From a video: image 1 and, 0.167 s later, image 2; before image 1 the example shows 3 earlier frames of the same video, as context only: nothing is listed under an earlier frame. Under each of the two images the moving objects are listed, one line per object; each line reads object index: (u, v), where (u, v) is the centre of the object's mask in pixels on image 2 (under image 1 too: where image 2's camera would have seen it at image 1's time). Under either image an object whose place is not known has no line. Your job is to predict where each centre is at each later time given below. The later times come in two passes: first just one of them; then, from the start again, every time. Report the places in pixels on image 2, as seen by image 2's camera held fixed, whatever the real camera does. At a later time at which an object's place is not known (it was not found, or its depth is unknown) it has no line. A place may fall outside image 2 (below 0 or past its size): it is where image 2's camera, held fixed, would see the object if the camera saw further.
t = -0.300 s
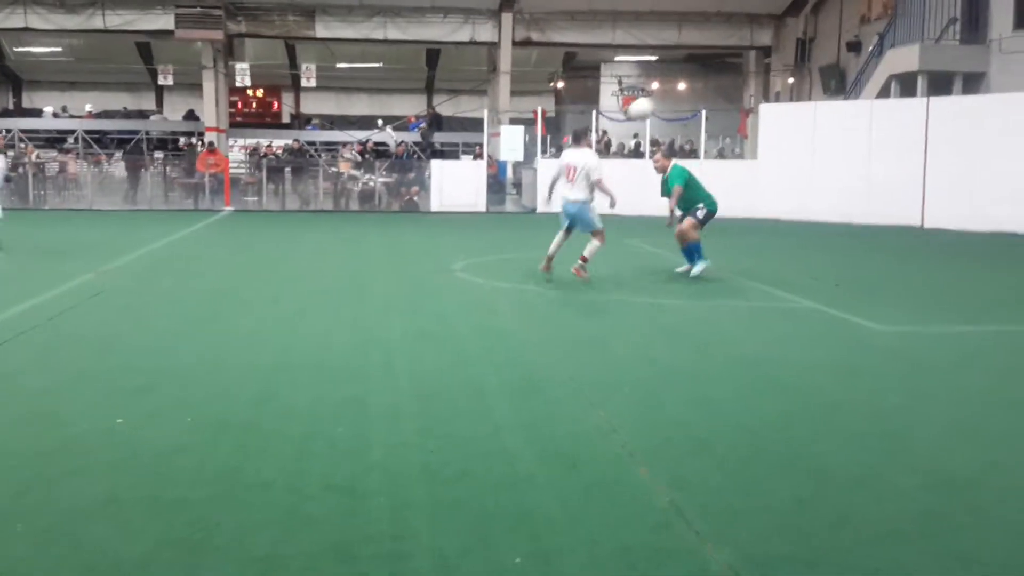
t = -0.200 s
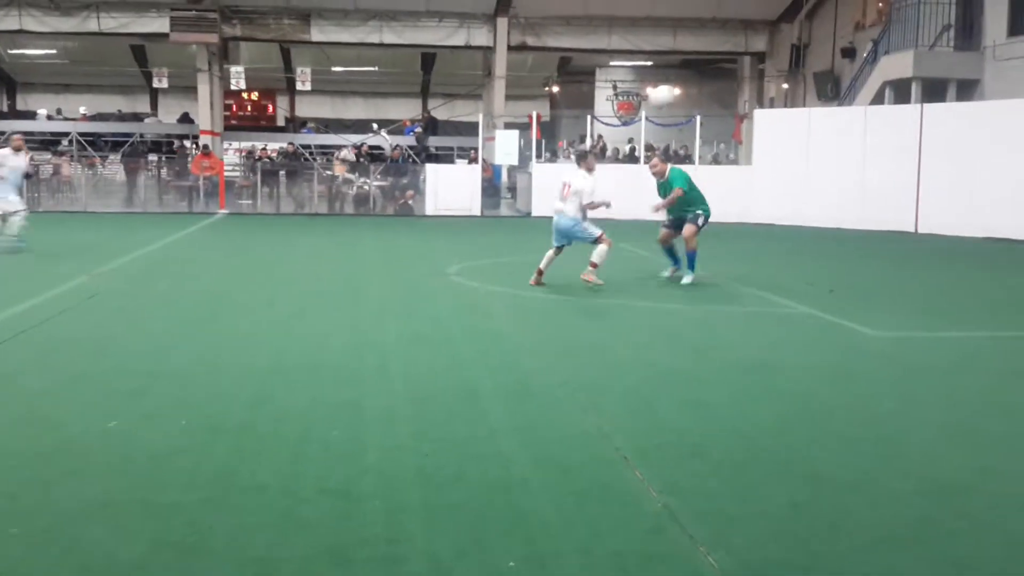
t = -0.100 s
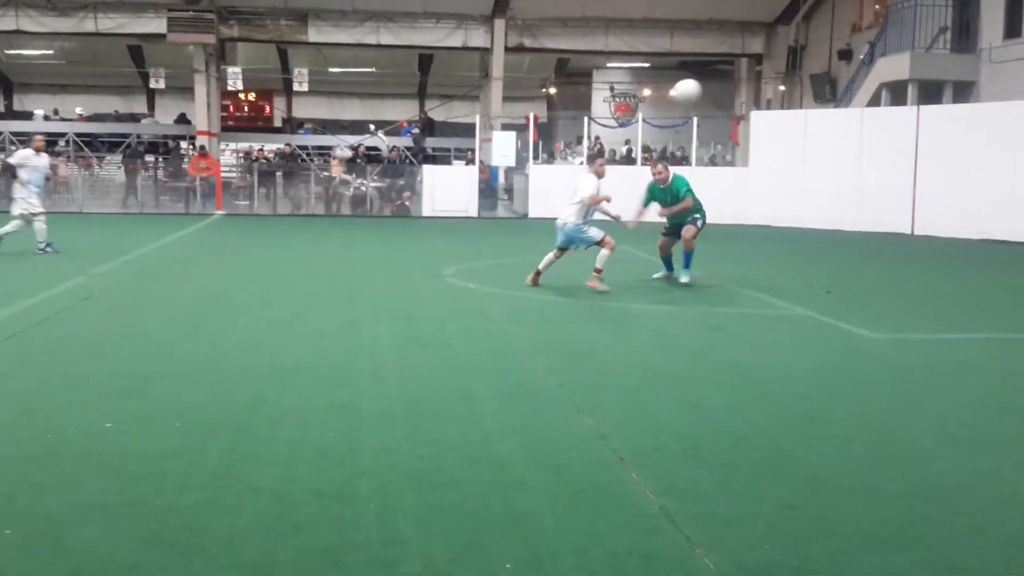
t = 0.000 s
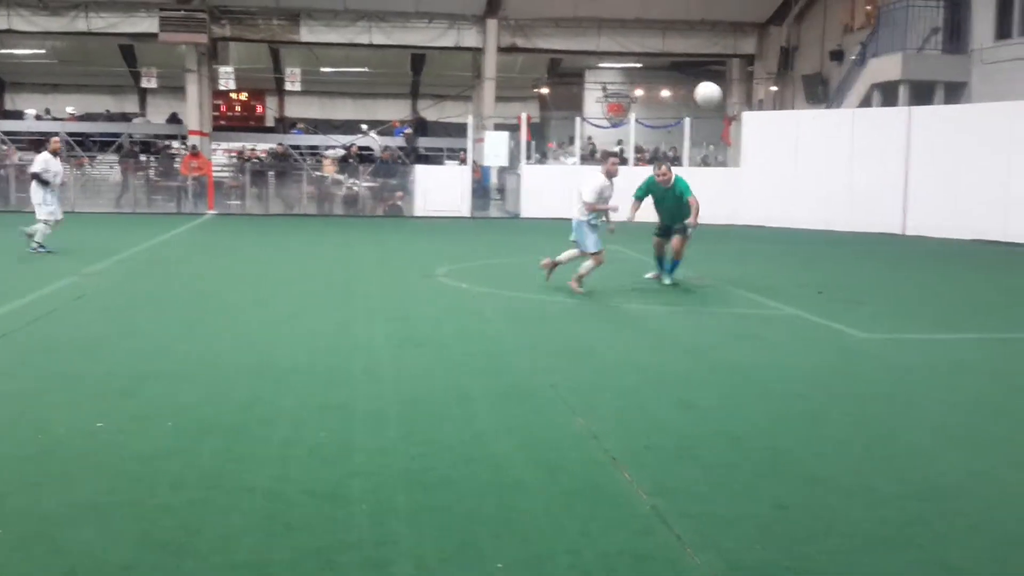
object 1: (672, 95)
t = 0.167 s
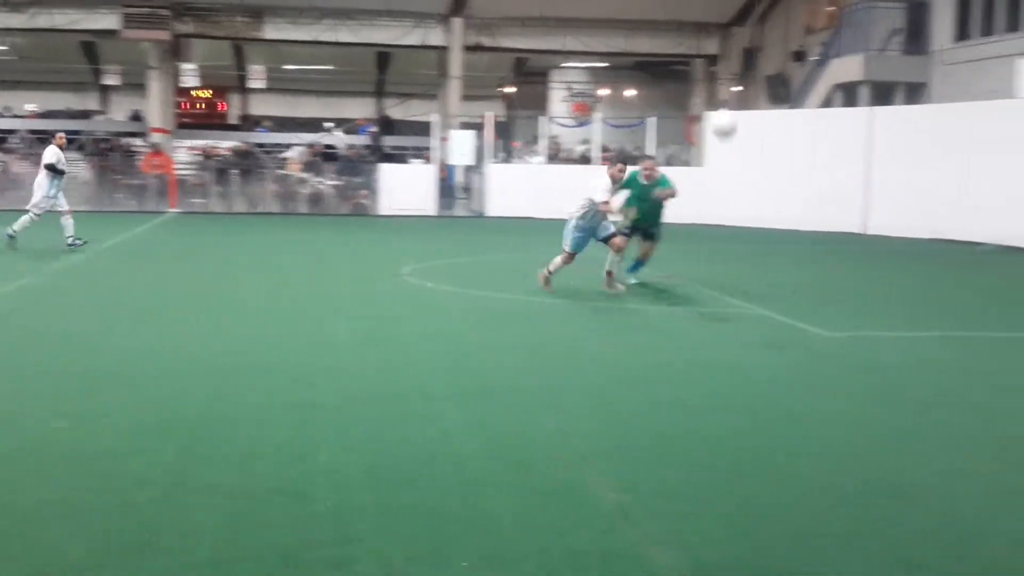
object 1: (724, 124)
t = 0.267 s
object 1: (757, 162)
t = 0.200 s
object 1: (735, 135)
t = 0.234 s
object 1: (746, 148)
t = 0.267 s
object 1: (757, 162)
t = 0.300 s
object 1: (768, 177)
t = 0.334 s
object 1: (780, 192)
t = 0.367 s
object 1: (793, 212)
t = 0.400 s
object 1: (803, 234)
